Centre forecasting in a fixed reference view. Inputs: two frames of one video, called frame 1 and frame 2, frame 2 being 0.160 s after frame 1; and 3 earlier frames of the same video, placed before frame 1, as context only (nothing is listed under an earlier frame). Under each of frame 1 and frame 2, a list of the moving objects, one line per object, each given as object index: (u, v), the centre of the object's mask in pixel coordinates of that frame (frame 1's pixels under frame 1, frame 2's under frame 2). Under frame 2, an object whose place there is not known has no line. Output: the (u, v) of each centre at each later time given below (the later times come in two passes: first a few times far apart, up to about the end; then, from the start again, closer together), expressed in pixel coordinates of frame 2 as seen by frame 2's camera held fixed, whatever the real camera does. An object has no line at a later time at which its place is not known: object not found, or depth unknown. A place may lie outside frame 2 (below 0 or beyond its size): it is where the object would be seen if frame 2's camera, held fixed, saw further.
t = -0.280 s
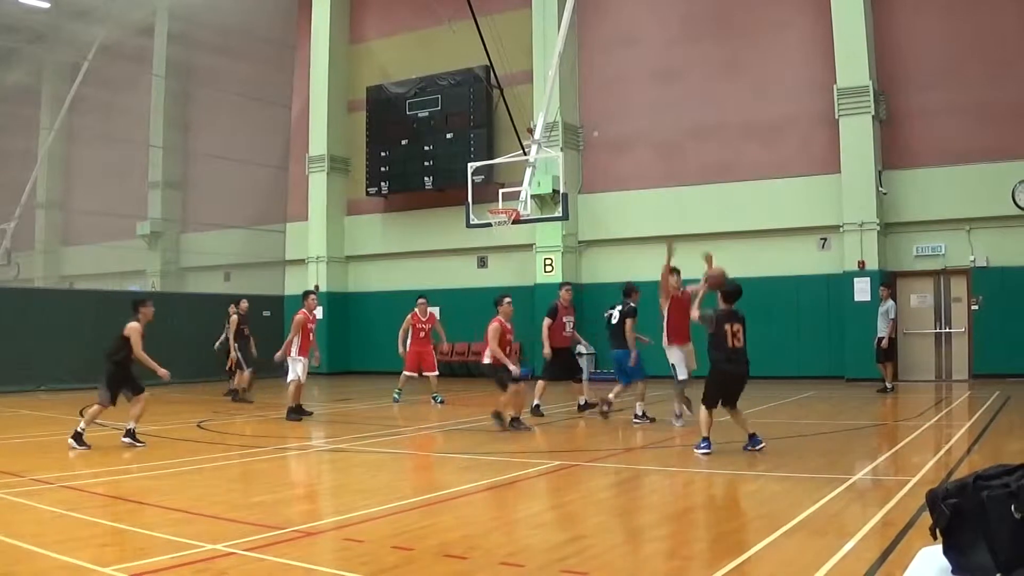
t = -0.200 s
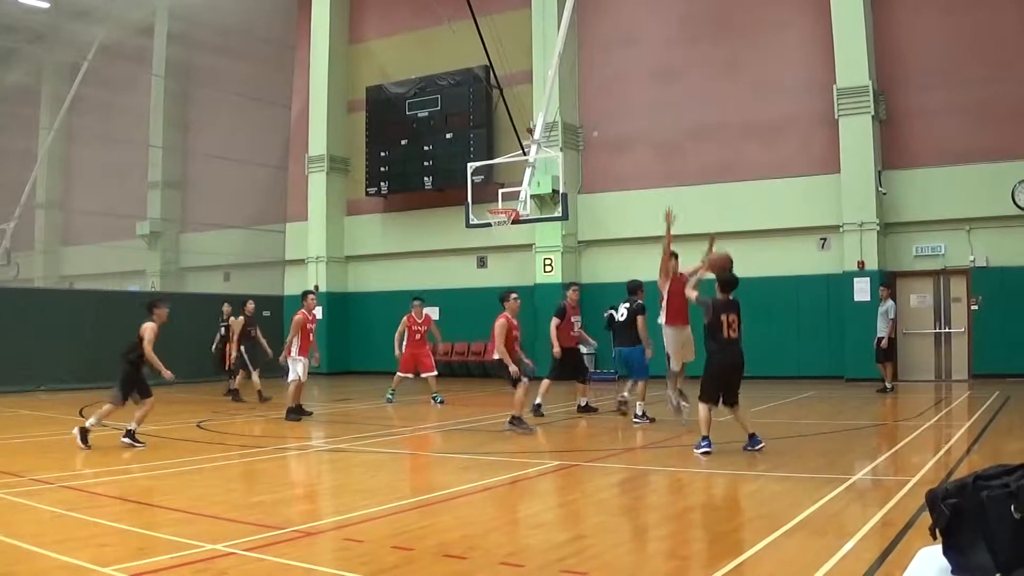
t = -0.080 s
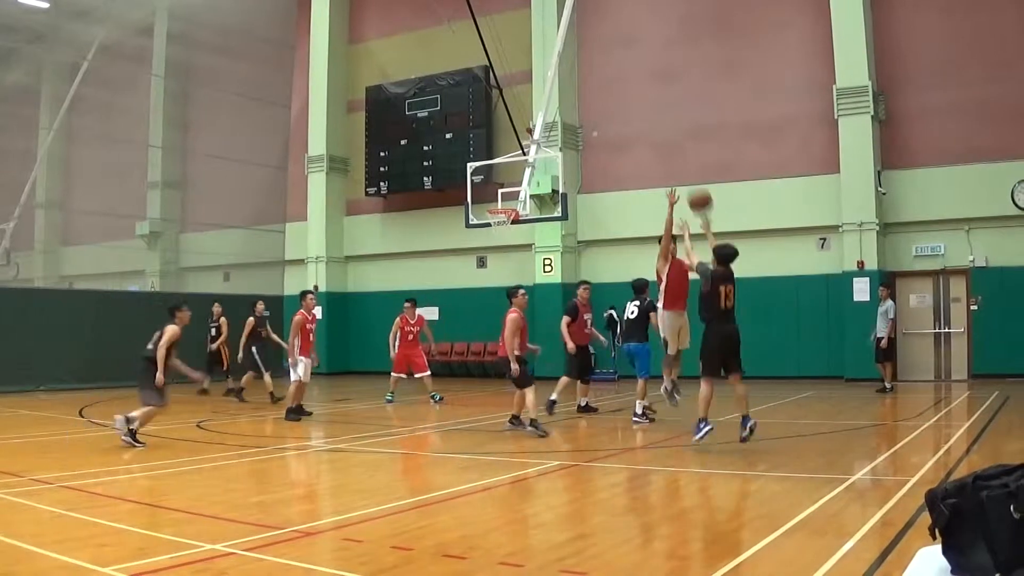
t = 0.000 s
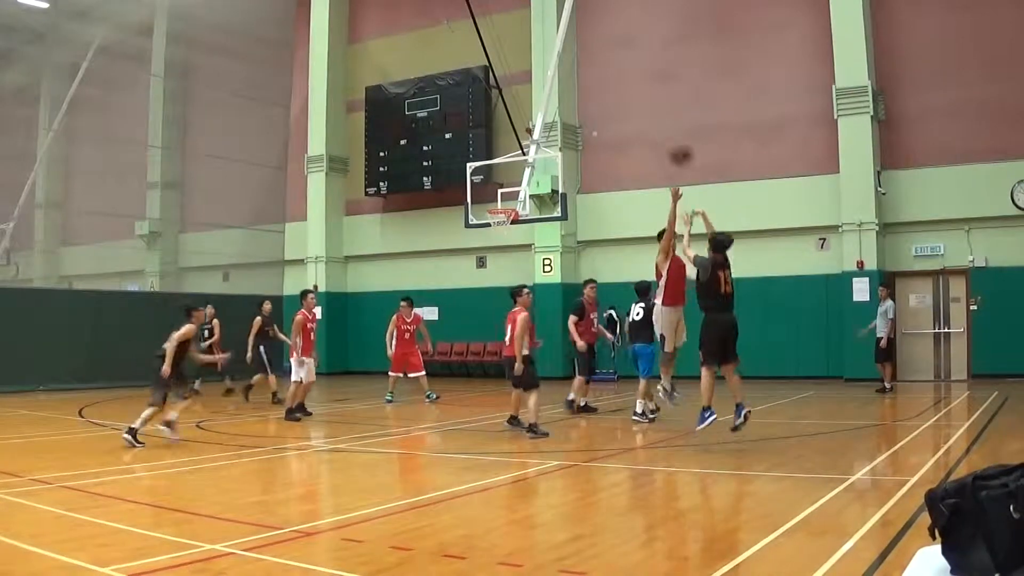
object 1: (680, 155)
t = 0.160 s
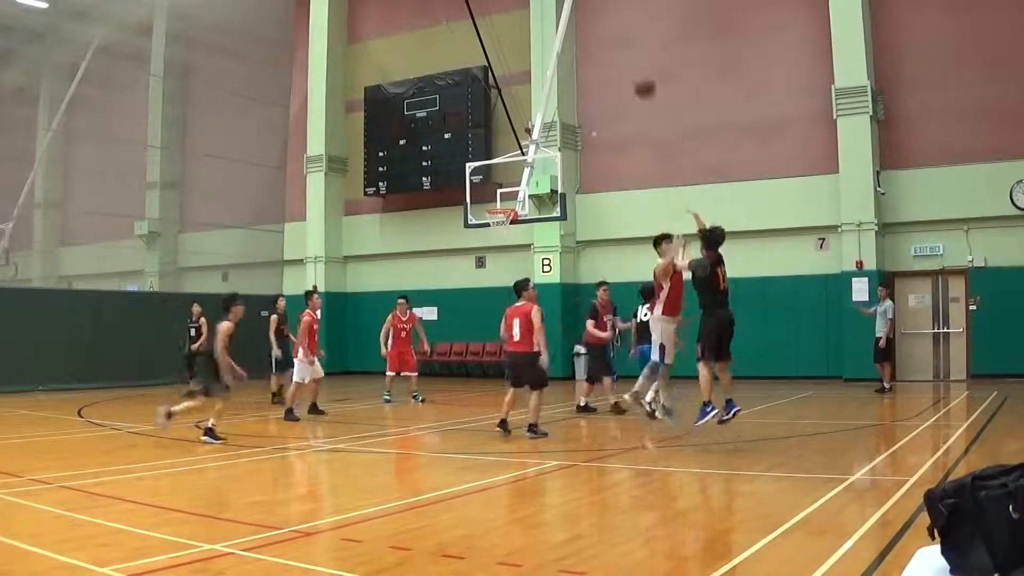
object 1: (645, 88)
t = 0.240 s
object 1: (629, 67)
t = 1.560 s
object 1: (490, 151)
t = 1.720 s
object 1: (478, 145)
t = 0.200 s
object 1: (637, 77)
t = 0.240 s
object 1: (629, 67)
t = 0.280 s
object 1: (622, 59)
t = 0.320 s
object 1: (615, 51)
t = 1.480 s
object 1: (498, 160)
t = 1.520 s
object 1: (493, 154)
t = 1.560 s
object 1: (490, 151)
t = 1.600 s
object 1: (487, 149)
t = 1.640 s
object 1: (483, 147)
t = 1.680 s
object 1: (480, 146)
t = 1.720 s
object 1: (478, 145)
